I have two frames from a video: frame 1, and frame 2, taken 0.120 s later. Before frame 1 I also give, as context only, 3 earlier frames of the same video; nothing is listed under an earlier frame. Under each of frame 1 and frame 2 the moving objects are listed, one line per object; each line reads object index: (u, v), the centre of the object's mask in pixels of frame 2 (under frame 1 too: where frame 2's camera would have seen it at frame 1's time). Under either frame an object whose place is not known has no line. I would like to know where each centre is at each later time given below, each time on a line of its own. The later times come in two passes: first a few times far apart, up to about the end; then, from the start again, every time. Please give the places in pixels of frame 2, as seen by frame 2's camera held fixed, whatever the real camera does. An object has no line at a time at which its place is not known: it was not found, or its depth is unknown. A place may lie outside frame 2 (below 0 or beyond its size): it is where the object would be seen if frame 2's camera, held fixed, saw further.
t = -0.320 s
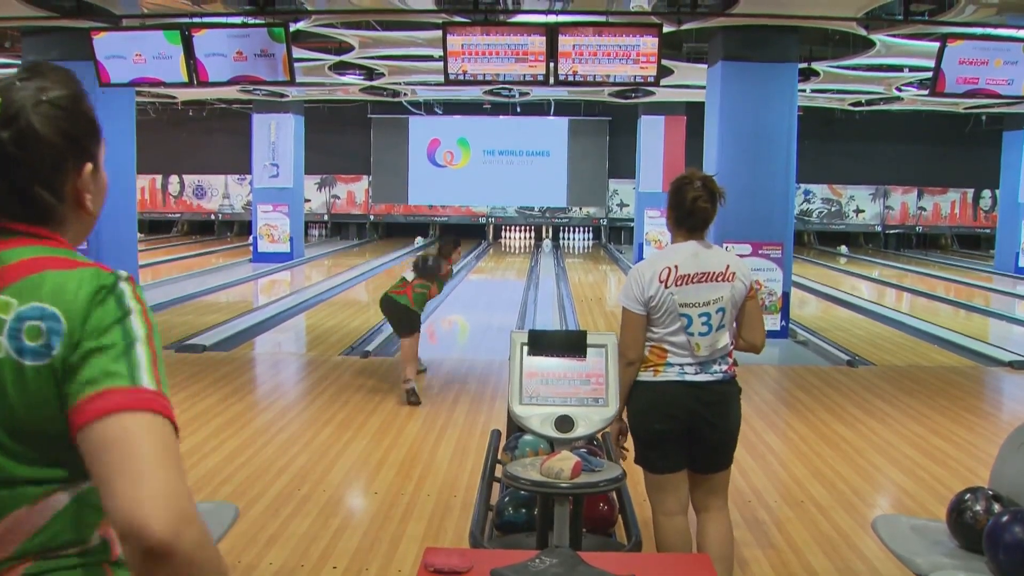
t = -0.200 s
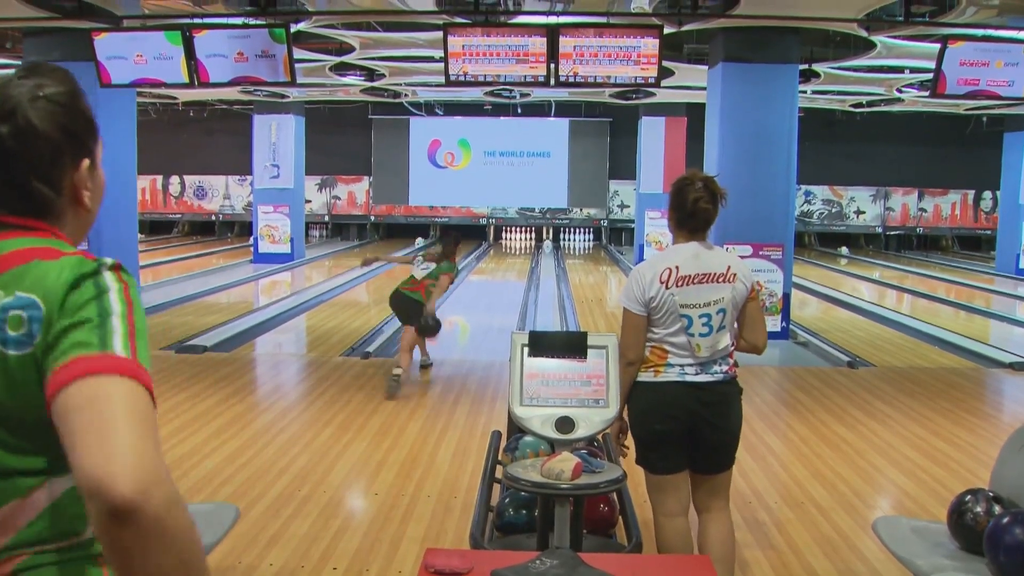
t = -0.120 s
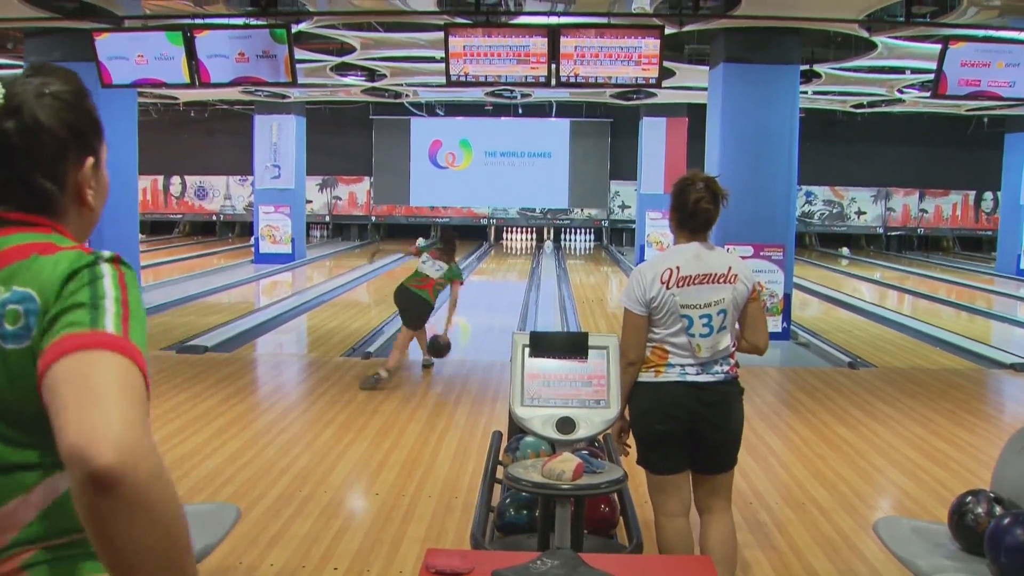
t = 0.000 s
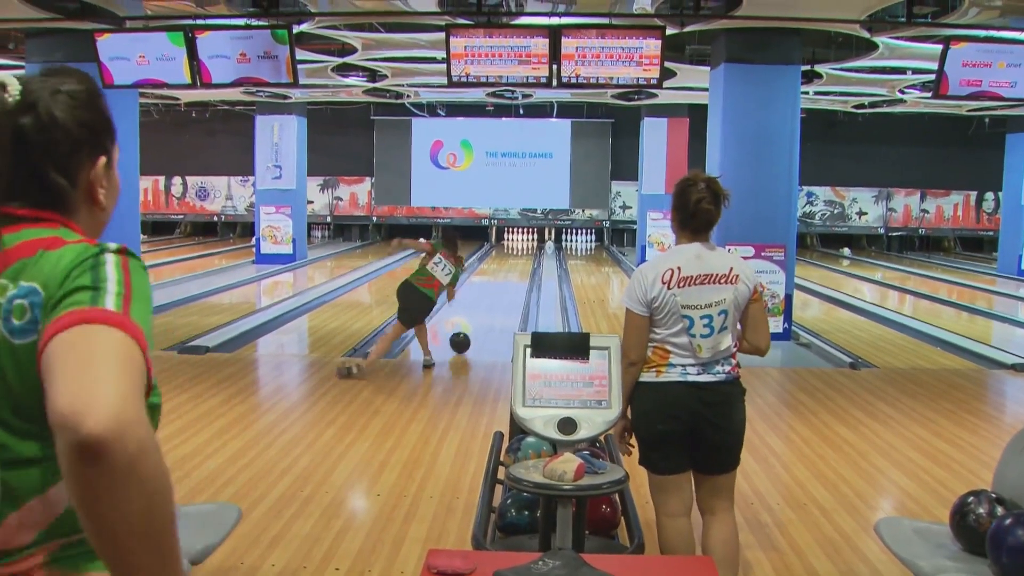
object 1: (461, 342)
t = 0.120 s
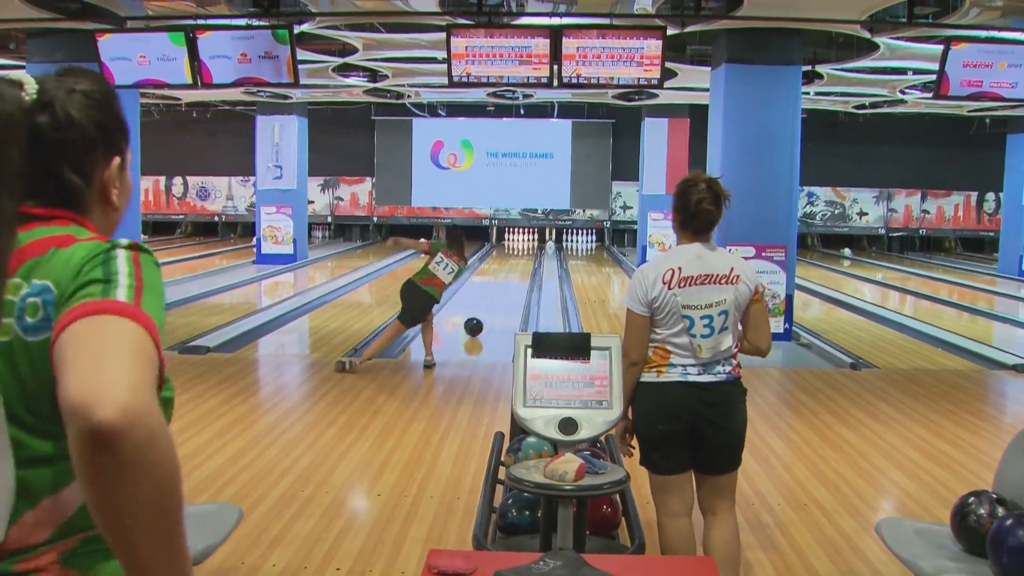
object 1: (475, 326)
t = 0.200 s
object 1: (481, 317)
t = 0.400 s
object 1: (495, 299)
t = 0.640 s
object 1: (507, 283)
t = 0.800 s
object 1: (513, 275)
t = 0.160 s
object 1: (477, 322)
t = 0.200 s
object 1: (481, 317)
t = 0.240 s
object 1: (484, 313)
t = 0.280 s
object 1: (487, 309)
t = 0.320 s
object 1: (490, 306)
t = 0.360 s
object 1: (492, 303)
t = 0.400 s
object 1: (495, 299)
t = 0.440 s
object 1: (497, 296)
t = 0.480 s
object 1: (499, 294)
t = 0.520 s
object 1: (501, 290)
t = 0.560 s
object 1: (503, 288)
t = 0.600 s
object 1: (505, 286)
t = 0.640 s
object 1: (507, 283)
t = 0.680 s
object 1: (509, 281)
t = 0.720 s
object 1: (511, 279)
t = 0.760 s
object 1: (512, 277)
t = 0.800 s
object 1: (513, 275)
